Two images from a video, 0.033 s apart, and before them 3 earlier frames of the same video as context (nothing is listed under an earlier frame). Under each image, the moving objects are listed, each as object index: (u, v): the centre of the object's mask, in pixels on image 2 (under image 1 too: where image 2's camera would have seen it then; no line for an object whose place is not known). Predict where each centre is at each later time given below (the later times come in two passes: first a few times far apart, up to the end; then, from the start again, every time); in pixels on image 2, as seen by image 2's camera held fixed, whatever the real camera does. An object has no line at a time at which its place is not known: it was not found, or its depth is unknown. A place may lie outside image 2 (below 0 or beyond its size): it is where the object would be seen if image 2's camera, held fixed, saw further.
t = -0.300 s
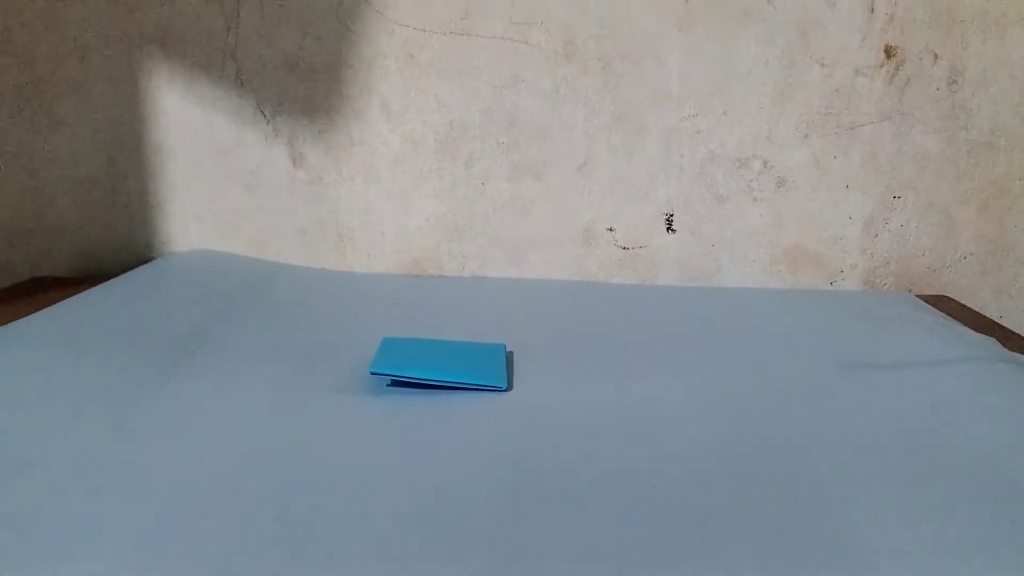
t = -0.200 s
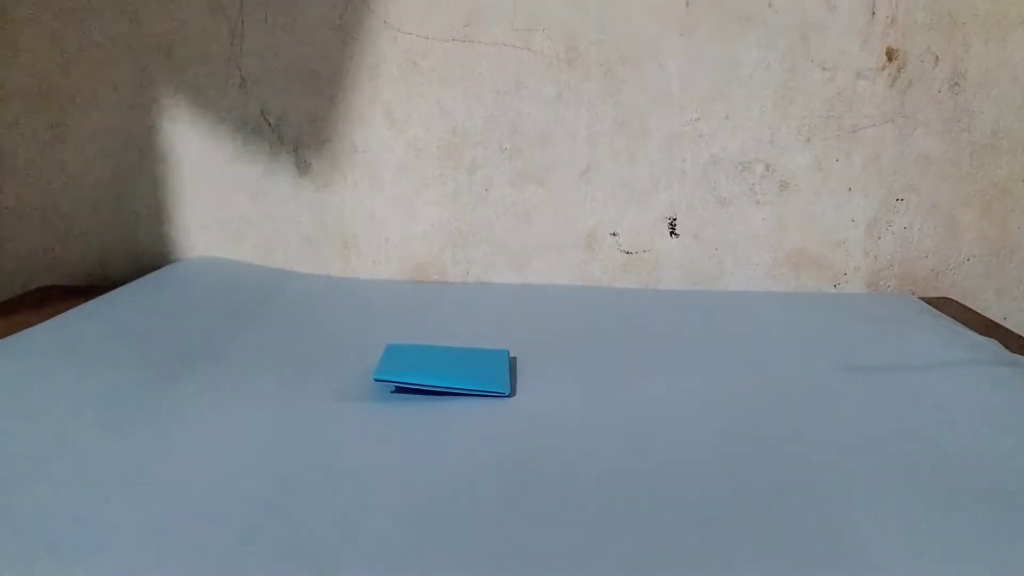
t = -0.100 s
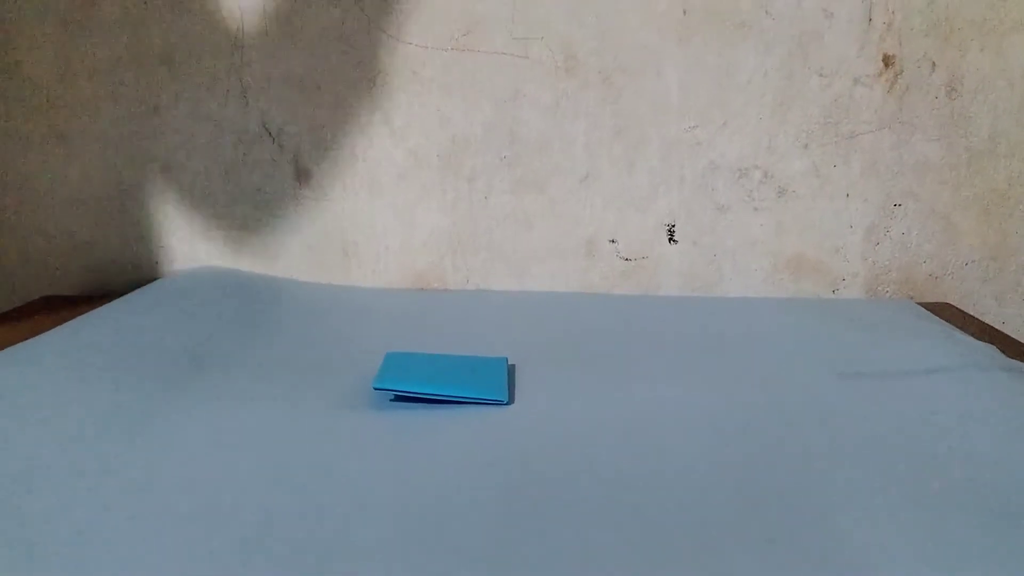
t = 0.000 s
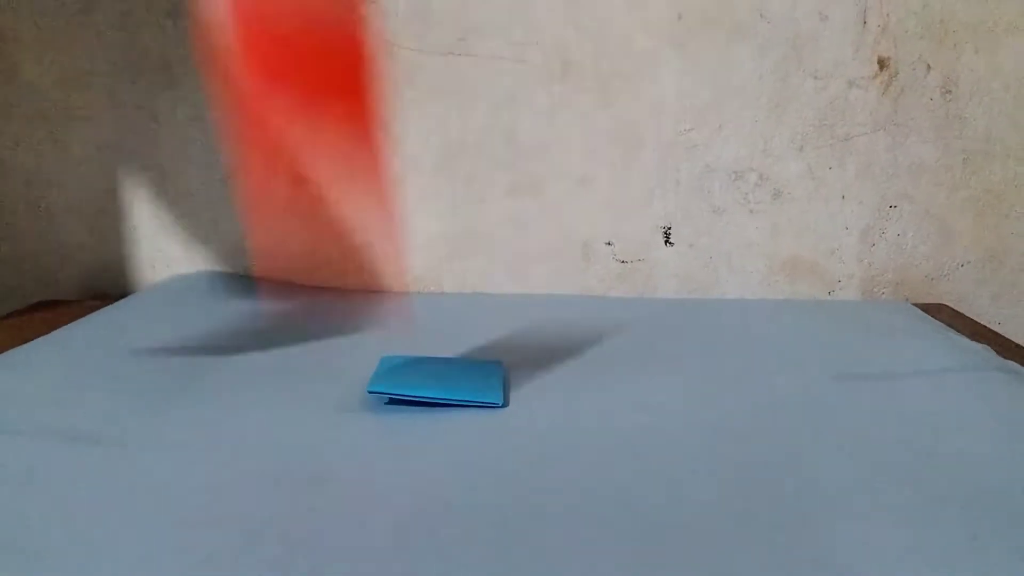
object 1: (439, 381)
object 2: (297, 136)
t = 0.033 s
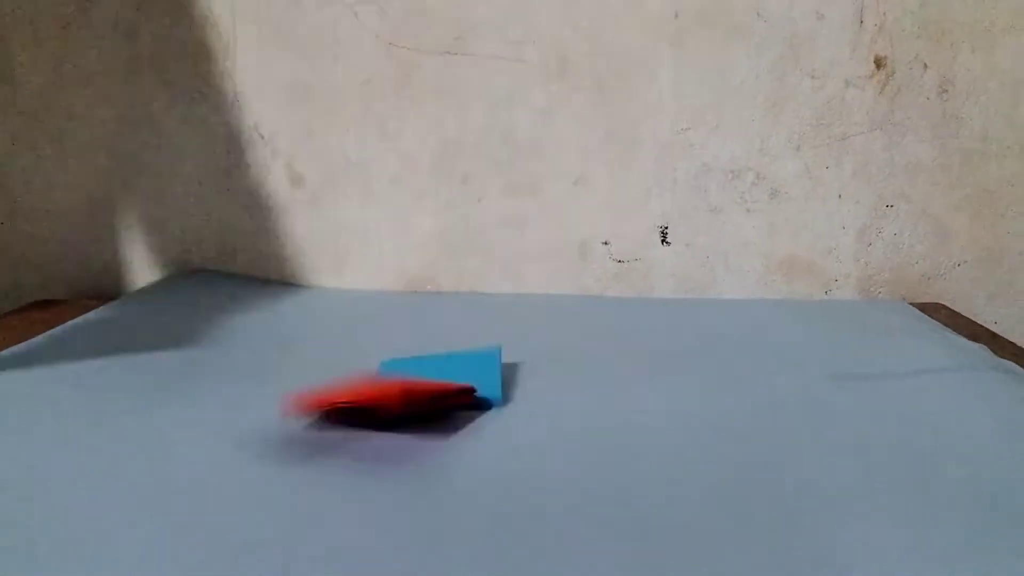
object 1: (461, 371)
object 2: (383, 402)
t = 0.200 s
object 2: (371, 369)
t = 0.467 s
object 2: (363, 389)
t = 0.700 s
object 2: (363, 388)
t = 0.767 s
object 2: (363, 388)
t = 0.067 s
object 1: (479, 360)
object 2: (378, 375)
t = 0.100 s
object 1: (486, 366)
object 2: (374, 356)
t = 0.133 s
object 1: (486, 375)
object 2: (370, 350)
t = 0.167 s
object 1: (483, 372)
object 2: (370, 355)
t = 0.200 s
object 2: (371, 369)
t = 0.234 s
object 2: (371, 391)
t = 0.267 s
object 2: (366, 387)
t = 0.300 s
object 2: (364, 389)
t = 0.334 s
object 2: (364, 389)
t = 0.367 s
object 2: (363, 388)
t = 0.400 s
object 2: (363, 388)
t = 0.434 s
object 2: (362, 388)
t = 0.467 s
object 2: (363, 389)
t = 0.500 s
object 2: (363, 388)
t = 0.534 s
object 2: (363, 388)
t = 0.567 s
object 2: (363, 388)
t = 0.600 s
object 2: (363, 388)
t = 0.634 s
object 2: (363, 388)
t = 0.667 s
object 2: (363, 388)
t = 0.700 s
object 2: (363, 388)
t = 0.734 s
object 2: (363, 388)
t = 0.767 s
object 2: (363, 388)
